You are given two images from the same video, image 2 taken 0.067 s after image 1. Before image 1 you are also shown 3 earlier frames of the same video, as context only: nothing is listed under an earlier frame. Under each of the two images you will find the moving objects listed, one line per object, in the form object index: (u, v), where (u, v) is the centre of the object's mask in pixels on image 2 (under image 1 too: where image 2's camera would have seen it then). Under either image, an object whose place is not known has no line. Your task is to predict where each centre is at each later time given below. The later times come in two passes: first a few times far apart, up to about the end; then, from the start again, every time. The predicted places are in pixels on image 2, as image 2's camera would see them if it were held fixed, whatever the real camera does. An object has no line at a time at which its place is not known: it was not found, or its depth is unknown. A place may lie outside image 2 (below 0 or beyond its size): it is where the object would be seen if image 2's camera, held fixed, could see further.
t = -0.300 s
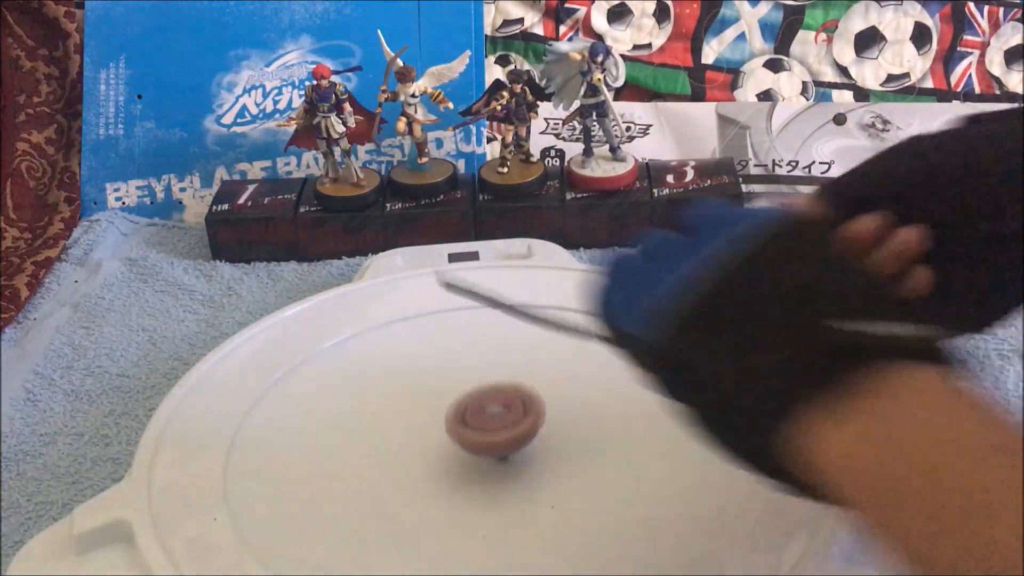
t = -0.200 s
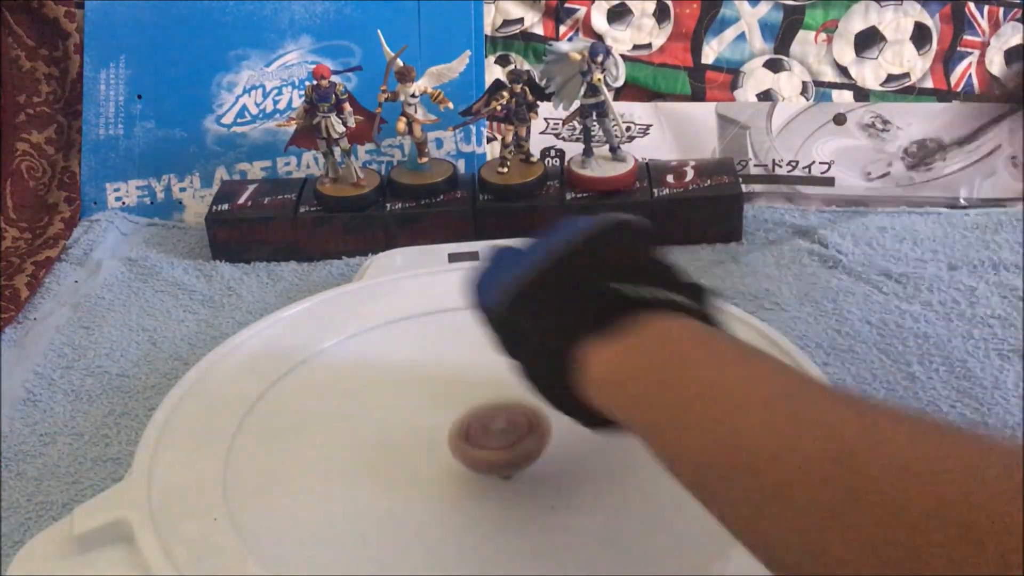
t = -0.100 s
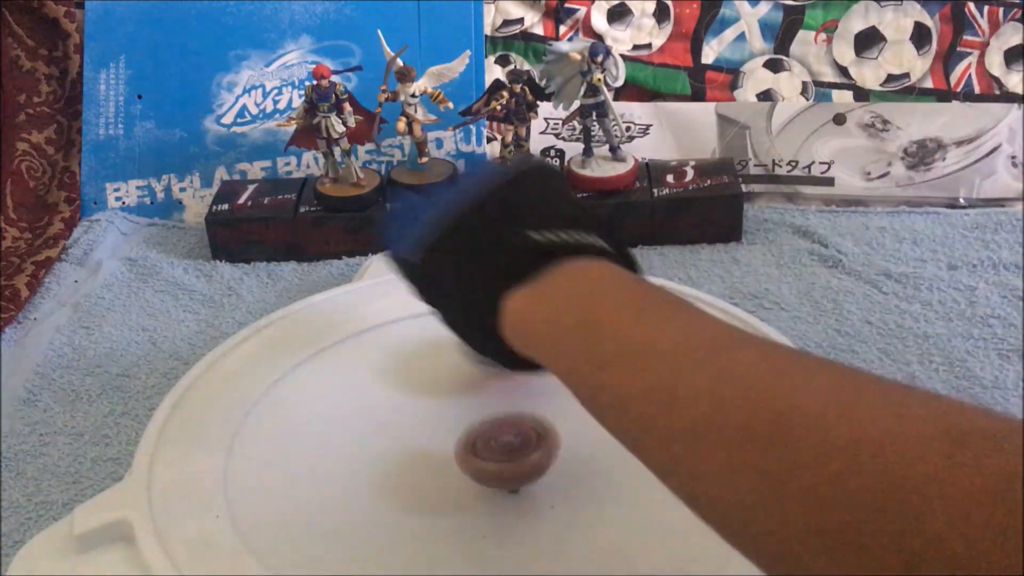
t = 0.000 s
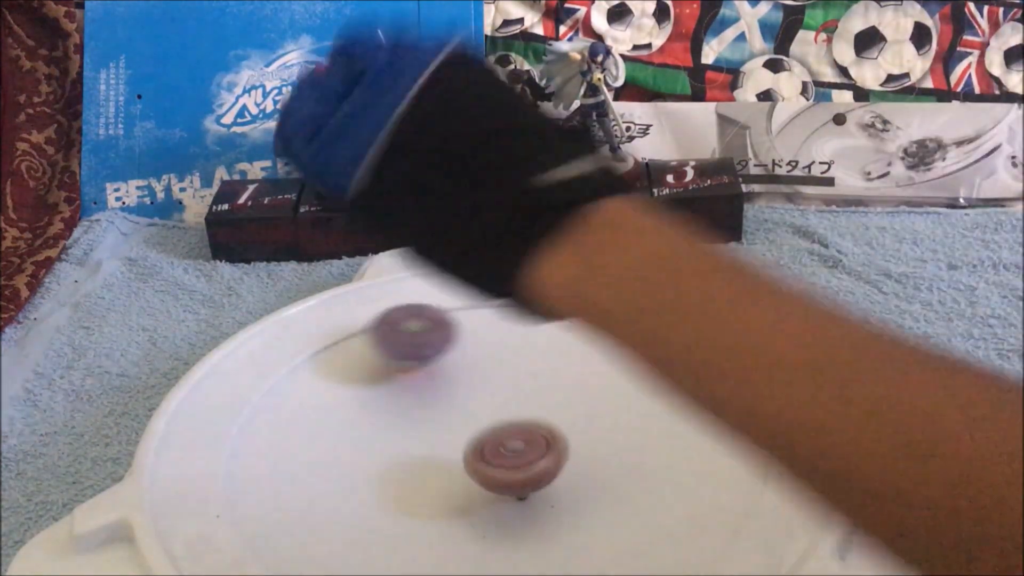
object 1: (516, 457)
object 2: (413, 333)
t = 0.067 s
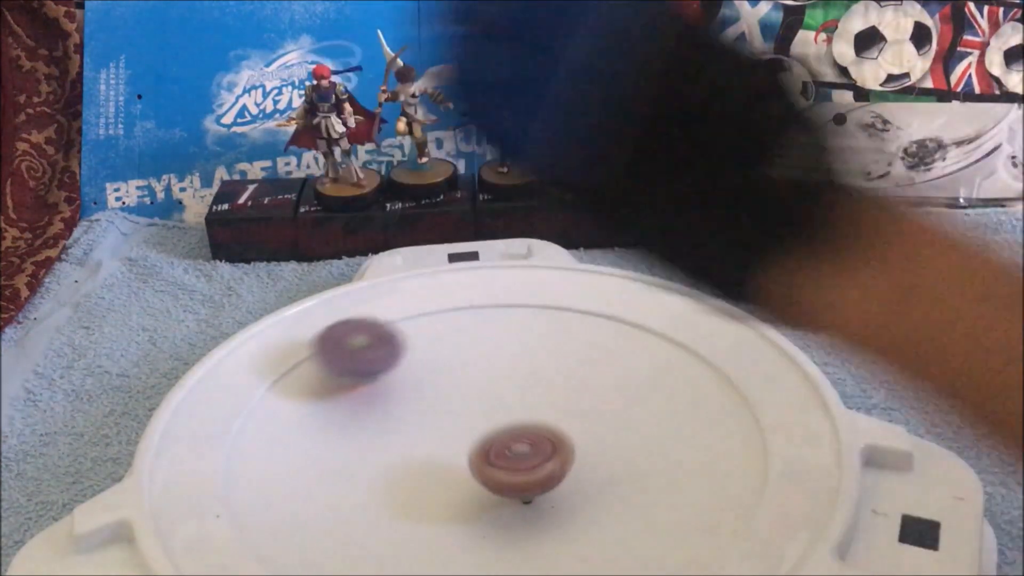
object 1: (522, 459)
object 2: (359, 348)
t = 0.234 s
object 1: (538, 462)
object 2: (305, 440)
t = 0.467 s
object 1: (575, 410)
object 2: (440, 522)
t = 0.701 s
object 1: (461, 293)
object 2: (527, 535)
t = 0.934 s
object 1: (366, 325)
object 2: (586, 435)
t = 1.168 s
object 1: (368, 405)
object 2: (458, 359)
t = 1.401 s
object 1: (454, 466)
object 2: (345, 360)
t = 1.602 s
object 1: (555, 460)
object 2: (335, 407)
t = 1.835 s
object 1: (613, 415)
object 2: (420, 430)
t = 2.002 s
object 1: (600, 380)
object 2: (498, 401)
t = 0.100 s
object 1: (525, 461)
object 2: (335, 363)
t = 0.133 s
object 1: (528, 462)
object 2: (317, 378)
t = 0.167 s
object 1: (531, 462)
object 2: (305, 397)
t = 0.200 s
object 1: (534, 463)
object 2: (300, 418)
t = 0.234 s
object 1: (538, 462)
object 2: (305, 440)
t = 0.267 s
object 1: (540, 461)
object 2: (319, 458)
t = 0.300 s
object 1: (541, 459)
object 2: (340, 475)
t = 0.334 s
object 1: (541, 455)
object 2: (368, 488)
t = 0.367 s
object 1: (539, 453)
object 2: (401, 497)
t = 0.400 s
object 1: (535, 450)
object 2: (436, 500)
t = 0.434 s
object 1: (536, 444)
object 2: (463, 502)
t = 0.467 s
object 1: (575, 410)
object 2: (440, 522)
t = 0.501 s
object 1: (594, 382)
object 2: (425, 534)
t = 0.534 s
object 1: (598, 354)
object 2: (419, 539)
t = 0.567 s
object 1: (589, 324)
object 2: (425, 542)
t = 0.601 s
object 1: (569, 299)
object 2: (441, 542)
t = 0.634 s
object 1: (545, 279)
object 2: (469, 542)
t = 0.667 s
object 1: (503, 282)
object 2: (499, 538)
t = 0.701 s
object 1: (461, 293)
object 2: (527, 535)
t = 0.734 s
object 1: (434, 295)
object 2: (551, 524)
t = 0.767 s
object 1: (417, 297)
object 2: (571, 513)
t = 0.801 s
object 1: (403, 300)
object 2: (585, 499)
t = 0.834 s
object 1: (392, 304)
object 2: (593, 484)
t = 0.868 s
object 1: (382, 309)
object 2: (596, 468)
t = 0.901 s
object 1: (374, 316)
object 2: (593, 451)
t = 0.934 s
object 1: (366, 325)
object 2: (586, 435)
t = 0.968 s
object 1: (361, 334)
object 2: (574, 419)
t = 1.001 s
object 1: (358, 345)
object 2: (558, 405)
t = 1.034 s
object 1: (358, 357)
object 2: (538, 394)
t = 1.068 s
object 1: (362, 369)
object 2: (515, 383)
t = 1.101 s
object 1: (367, 380)
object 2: (490, 373)
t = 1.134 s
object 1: (375, 392)
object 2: (466, 367)
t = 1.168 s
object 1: (368, 405)
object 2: (458, 359)
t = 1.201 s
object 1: (370, 418)
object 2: (447, 352)
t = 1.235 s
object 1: (377, 429)
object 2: (432, 348)
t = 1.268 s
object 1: (389, 439)
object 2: (413, 346)
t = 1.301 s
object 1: (403, 447)
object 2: (392, 346)
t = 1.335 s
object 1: (419, 455)
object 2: (373, 349)
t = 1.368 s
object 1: (435, 461)
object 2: (357, 353)
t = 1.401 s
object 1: (454, 466)
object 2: (345, 360)
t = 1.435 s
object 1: (472, 469)
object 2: (336, 367)
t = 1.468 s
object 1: (490, 470)
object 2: (330, 376)
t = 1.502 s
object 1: (507, 469)
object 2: (327, 383)
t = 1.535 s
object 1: (524, 468)
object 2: (327, 392)
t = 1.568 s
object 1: (540, 465)
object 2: (330, 400)
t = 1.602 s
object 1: (555, 460)
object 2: (335, 407)
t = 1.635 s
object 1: (569, 455)
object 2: (342, 414)
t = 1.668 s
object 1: (581, 449)
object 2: (352, 420)
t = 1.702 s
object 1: (591, 443)
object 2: (363, 426)
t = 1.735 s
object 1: (600, 436)
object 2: (377, 429)
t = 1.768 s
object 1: (606, 429)
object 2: (391, 431)
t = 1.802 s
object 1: (611, 422)
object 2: (405, 431)
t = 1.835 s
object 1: (613, 415)
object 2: (420, 430)
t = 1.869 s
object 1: (614, 407)
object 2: (436, 427)
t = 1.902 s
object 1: (613, 400)
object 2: (455, 422)
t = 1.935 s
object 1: (610, 393)
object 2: (471, 417)
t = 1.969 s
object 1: (606, 386)
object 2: (486, 410)
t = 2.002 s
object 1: (600, 380)
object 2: (498, 401)
